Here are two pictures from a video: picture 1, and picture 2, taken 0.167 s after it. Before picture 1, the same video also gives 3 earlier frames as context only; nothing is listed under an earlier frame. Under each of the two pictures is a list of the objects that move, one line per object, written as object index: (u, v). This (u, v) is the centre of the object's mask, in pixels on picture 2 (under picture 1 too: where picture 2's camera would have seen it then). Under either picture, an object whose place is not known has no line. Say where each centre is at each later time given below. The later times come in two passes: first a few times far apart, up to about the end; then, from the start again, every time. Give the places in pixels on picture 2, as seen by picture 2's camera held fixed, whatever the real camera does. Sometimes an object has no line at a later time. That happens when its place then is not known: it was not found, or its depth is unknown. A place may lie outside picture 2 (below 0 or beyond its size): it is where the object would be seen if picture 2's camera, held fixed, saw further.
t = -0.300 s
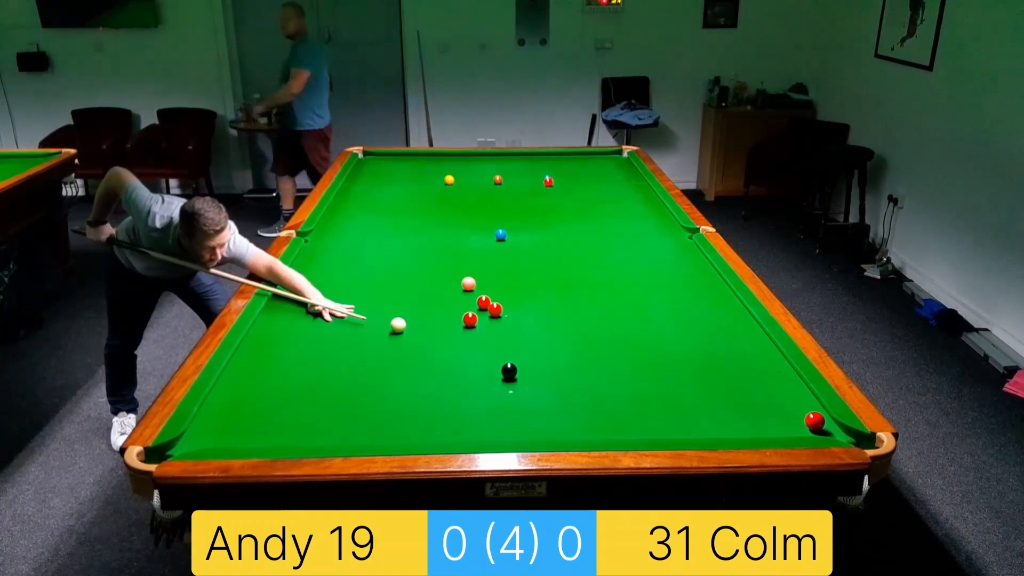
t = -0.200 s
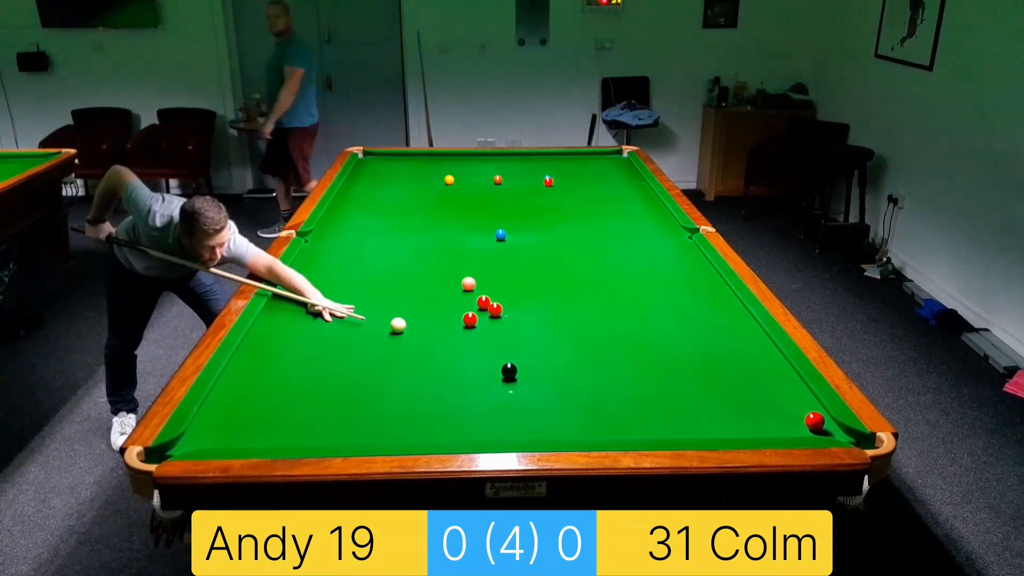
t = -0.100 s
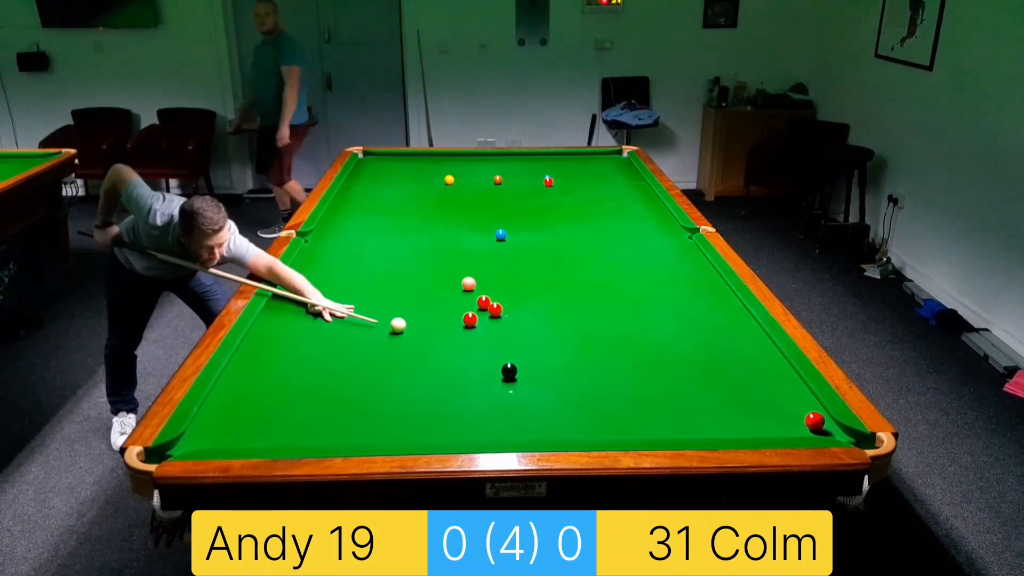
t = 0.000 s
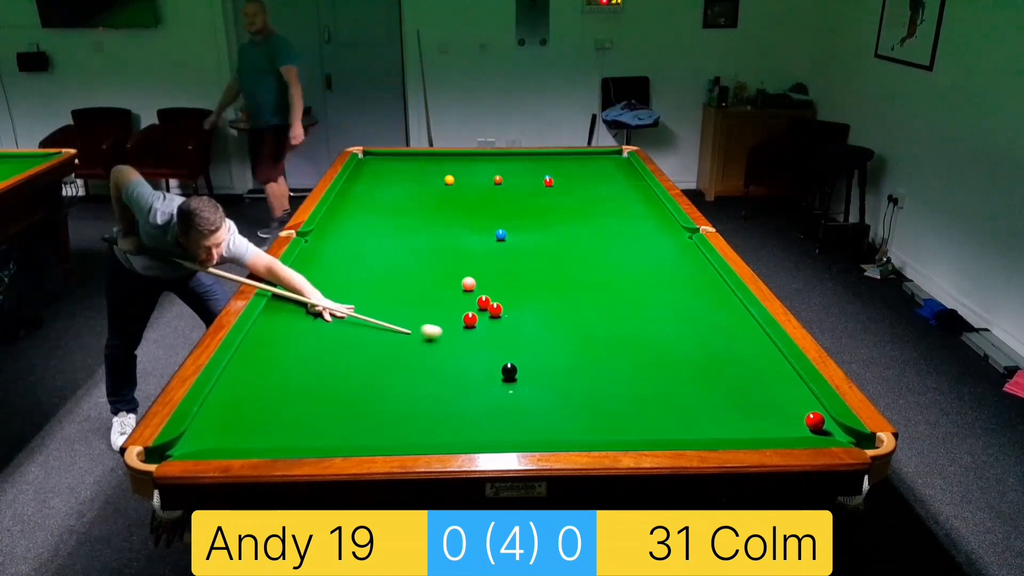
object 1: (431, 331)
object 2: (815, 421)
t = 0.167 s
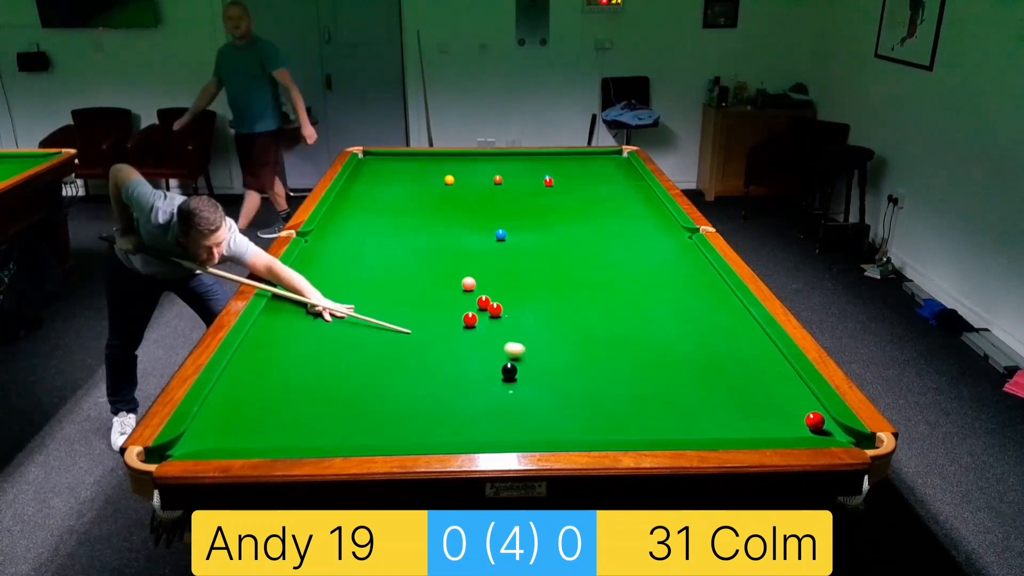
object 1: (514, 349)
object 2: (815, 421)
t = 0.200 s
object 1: (529, 352)
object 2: (815, 421)
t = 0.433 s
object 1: (620, 373)
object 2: (815, 421)
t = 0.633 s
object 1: (685, 388)
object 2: (815, 421)
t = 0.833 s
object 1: (754, 403)
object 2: (815, 421)
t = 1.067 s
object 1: (810, 410)
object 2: (839, 431)
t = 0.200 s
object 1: (529, 352)
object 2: (815, 421)
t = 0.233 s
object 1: (544, 356)
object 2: (815, 421)
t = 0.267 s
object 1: (558, 359)
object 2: (815, 421)
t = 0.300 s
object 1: (571, 362)
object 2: (815, 421)
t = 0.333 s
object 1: (585, 365)
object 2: (815, 421)
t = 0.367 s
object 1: (597, 368)
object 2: (815, 421)
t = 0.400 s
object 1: (609, 370)
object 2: (815, 421)
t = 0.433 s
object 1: (620, 373)
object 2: (815, 421)
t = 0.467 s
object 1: (631, 375)
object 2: (815, 421)
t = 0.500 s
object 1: (641, 378)
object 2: (815, 421)
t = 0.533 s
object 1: (652, 380)
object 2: (815, 421)
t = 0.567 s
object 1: (663, 382)
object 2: (815, 421)
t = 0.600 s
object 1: (674, 385)
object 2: (815, 421)
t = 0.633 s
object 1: (685, 388)
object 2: (815, 421)
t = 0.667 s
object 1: (696, 390)
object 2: (815, 421)
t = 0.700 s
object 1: (707, 393)
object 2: (815, 421)
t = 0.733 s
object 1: (719, 395)
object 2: (815, 421)
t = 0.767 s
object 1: (730, 398)
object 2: (815, 421)
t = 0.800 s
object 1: (741, 400)
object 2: (815, 421)
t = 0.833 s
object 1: (754, 403)
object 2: (815, 421)
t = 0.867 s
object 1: (765, 405)
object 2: (815, 421)
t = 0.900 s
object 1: (777, 408)
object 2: (815, 421)
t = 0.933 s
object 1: (789, 410)
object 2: (815, 421)
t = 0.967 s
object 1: (798, 412)
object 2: (816, 421)
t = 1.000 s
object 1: (802, 411)
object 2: (824, 425)
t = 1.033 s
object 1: (806, 410)
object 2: (832, 428)
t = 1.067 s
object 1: (810, 410)
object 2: (839, 431)
